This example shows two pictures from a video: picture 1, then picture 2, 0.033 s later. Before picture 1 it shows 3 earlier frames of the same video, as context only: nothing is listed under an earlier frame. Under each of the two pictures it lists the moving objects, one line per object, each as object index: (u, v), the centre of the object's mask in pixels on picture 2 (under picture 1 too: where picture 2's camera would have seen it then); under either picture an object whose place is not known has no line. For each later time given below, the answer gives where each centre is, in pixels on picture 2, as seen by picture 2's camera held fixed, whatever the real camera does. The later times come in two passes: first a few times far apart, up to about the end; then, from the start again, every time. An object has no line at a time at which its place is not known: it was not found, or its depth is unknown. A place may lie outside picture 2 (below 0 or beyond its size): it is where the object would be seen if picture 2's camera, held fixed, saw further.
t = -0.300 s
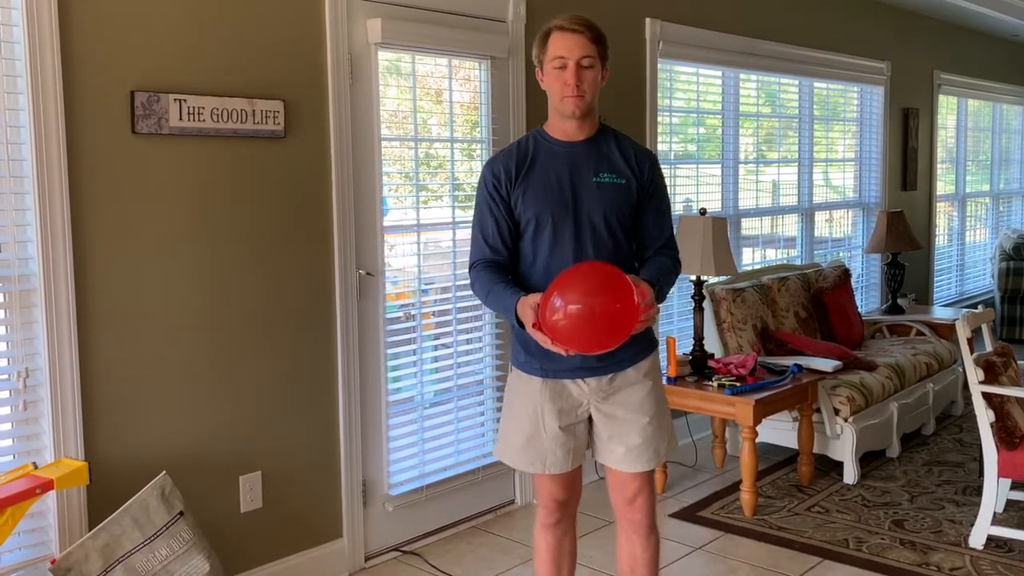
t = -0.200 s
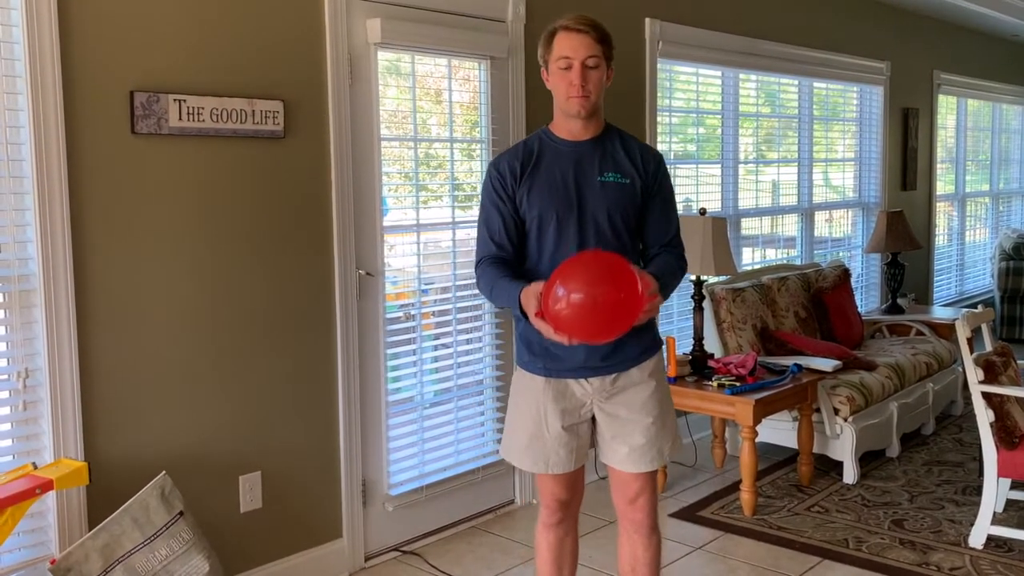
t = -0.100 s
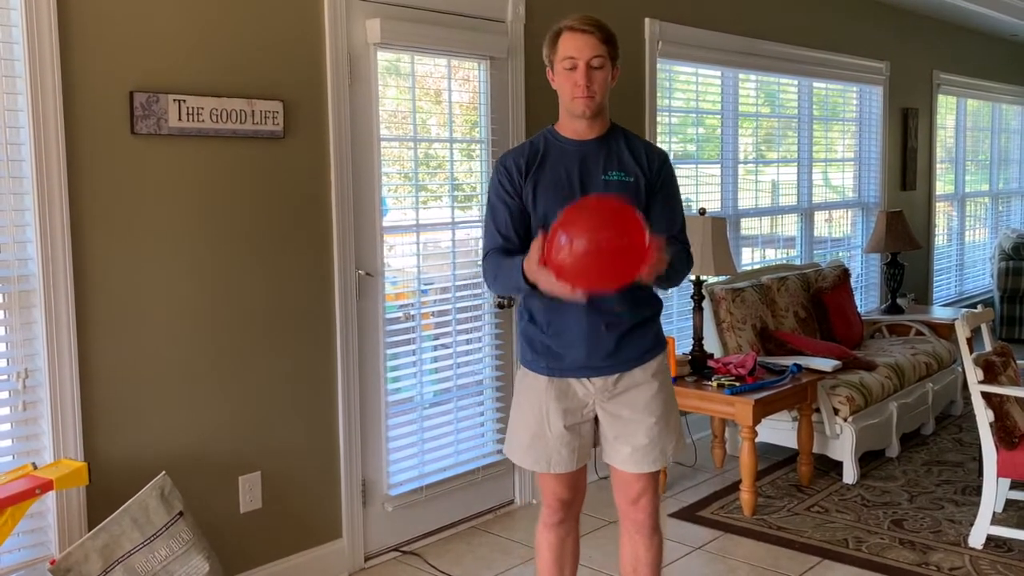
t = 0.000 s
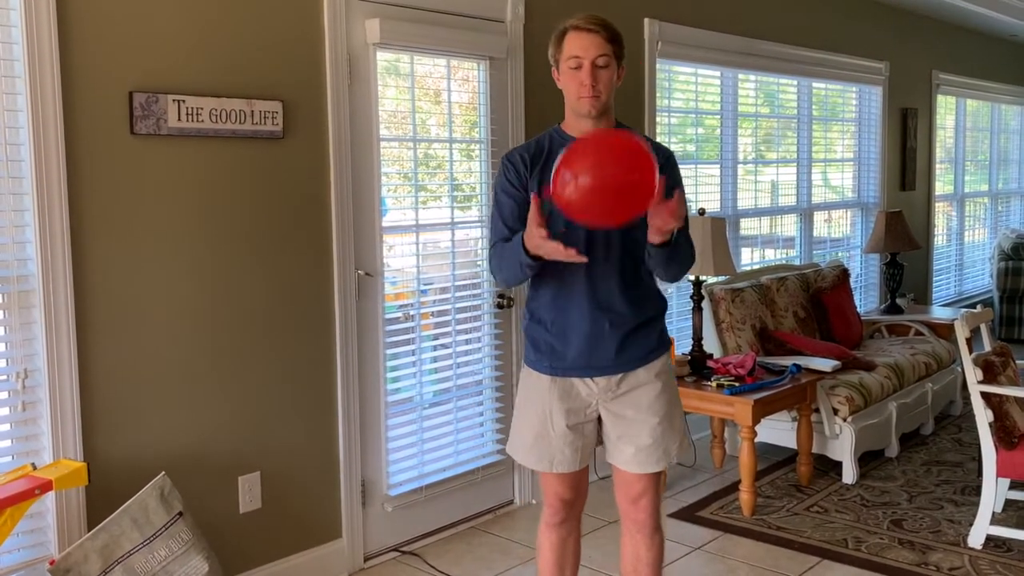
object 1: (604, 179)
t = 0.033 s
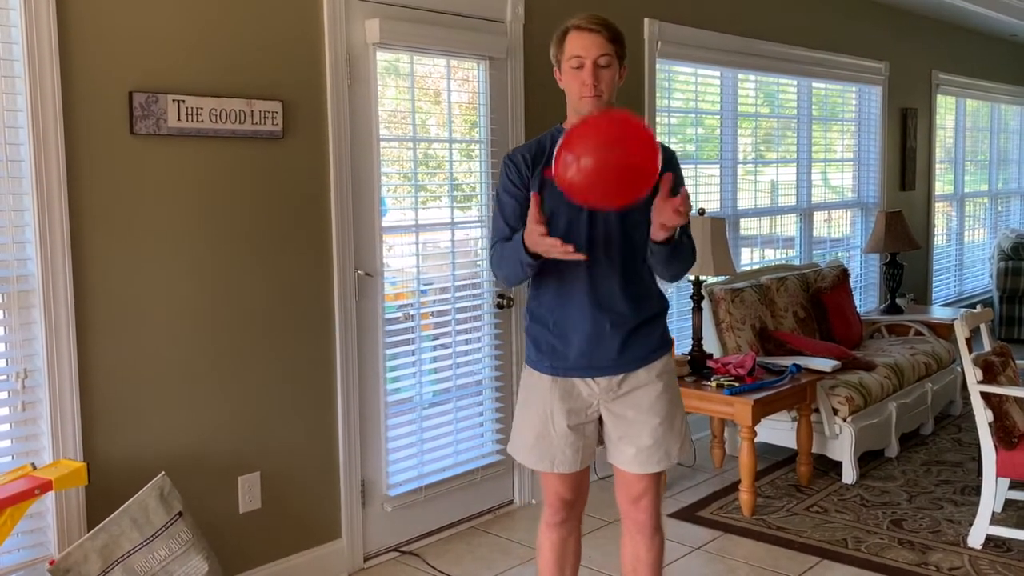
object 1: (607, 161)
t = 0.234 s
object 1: (620, 81)
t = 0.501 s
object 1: (631, 61)
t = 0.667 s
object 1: (638, 98)
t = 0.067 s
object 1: (609, 143)
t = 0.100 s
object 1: (611, 128)
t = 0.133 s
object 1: (613, 114)
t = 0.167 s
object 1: (615, 102)
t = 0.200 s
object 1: (618, 91)
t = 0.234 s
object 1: (620, 81)
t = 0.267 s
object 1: (621, 74)
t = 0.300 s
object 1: (623, 67)
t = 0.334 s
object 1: (625, 63)
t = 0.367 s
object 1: (627, 59)
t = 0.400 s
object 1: (628, 58)
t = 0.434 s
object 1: (629, 57)
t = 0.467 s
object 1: (630, 59)
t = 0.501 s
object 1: (631, 61)
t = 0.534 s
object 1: (633, 65)
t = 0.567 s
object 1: (634, 72)
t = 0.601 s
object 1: (636, 79)
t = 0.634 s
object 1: (637, 88)
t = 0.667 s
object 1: (638, 98)
